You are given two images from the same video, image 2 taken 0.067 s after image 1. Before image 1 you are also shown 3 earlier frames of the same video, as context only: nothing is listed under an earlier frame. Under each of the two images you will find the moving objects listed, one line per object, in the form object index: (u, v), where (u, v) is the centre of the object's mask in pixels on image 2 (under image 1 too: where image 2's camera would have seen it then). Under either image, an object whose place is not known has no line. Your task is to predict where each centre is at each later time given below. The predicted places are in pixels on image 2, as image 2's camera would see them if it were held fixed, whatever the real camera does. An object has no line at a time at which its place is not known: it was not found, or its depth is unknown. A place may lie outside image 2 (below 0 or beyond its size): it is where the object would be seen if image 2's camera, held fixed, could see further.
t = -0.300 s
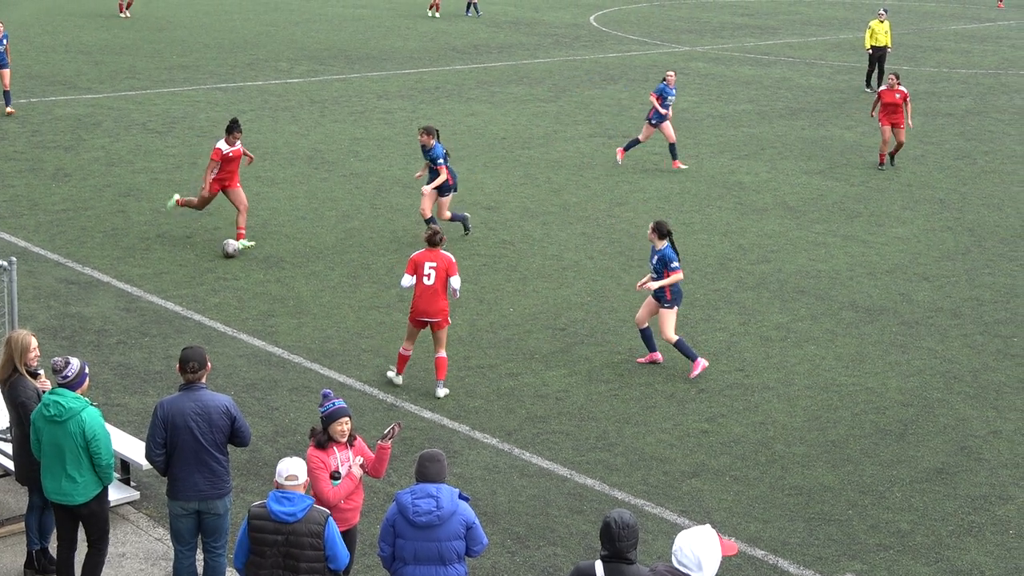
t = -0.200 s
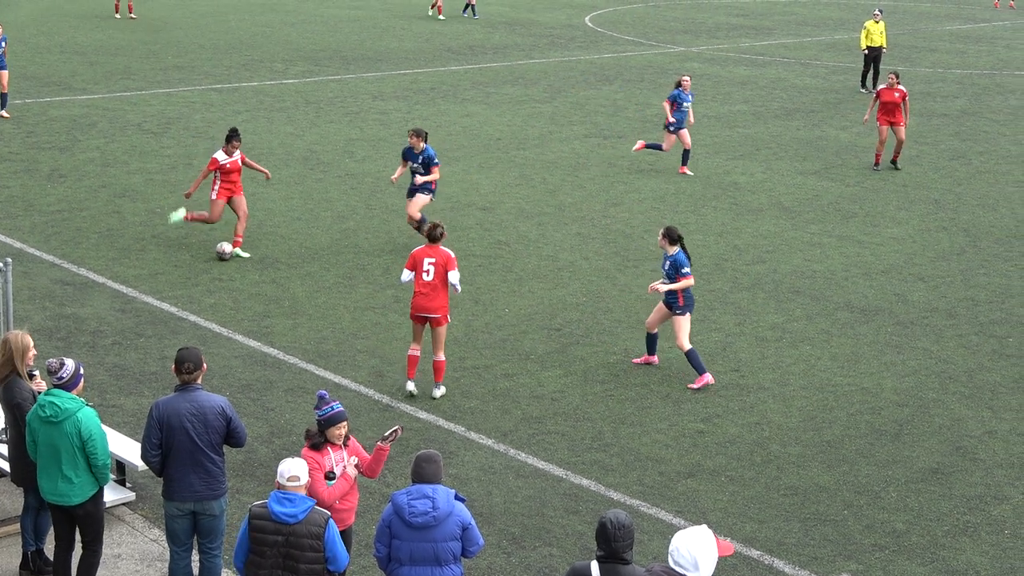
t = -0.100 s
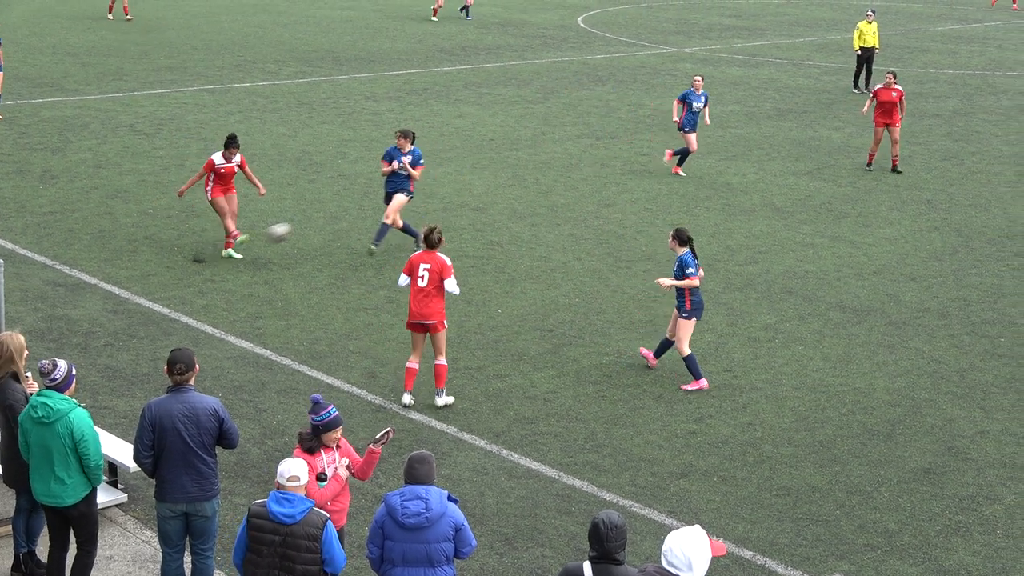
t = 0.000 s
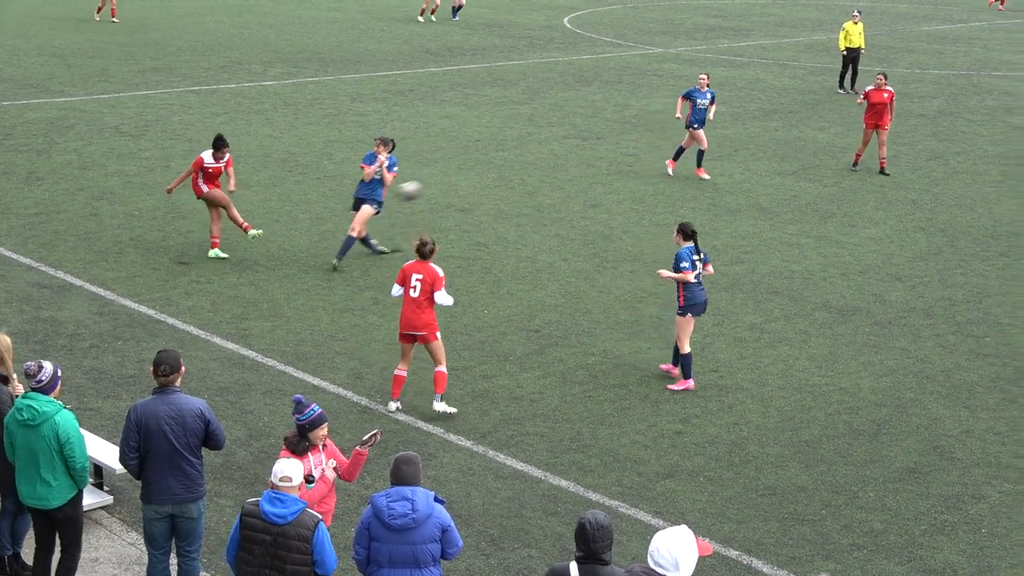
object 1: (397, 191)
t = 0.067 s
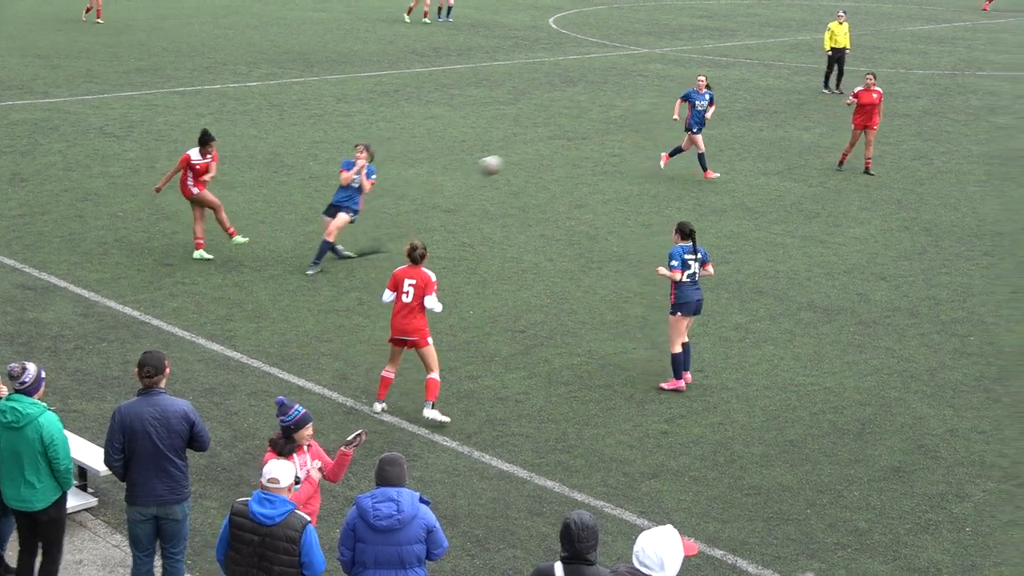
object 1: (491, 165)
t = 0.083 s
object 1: (515, 159)
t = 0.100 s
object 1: (537, 152)
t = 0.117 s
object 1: (560, 147)
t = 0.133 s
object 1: (583, 141)
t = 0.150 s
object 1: (606, 136)
